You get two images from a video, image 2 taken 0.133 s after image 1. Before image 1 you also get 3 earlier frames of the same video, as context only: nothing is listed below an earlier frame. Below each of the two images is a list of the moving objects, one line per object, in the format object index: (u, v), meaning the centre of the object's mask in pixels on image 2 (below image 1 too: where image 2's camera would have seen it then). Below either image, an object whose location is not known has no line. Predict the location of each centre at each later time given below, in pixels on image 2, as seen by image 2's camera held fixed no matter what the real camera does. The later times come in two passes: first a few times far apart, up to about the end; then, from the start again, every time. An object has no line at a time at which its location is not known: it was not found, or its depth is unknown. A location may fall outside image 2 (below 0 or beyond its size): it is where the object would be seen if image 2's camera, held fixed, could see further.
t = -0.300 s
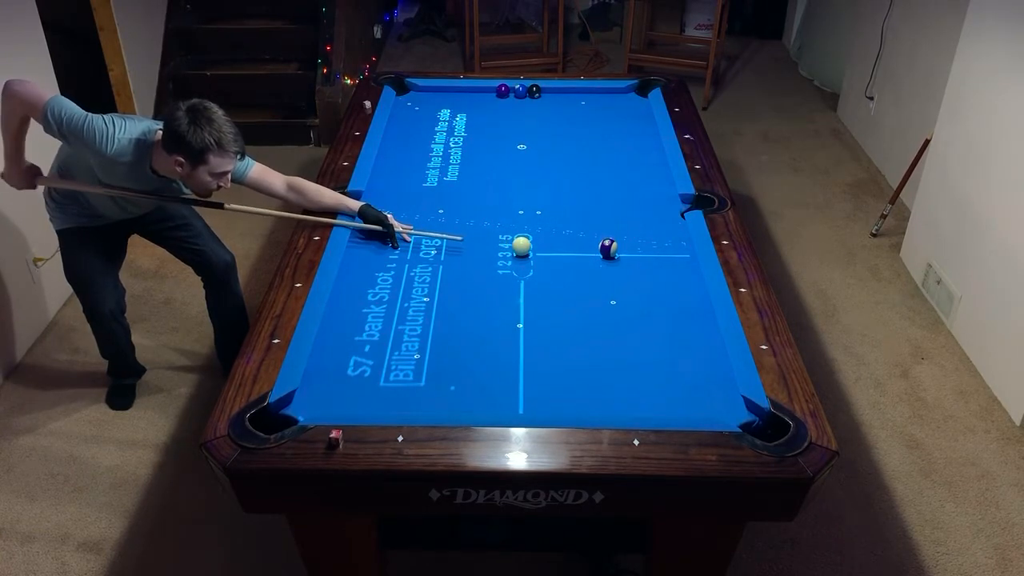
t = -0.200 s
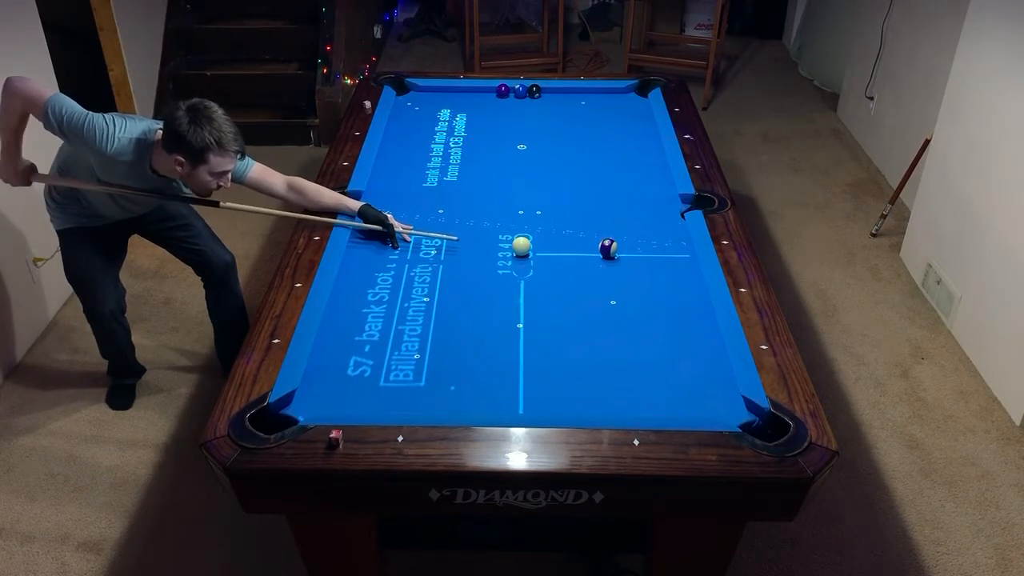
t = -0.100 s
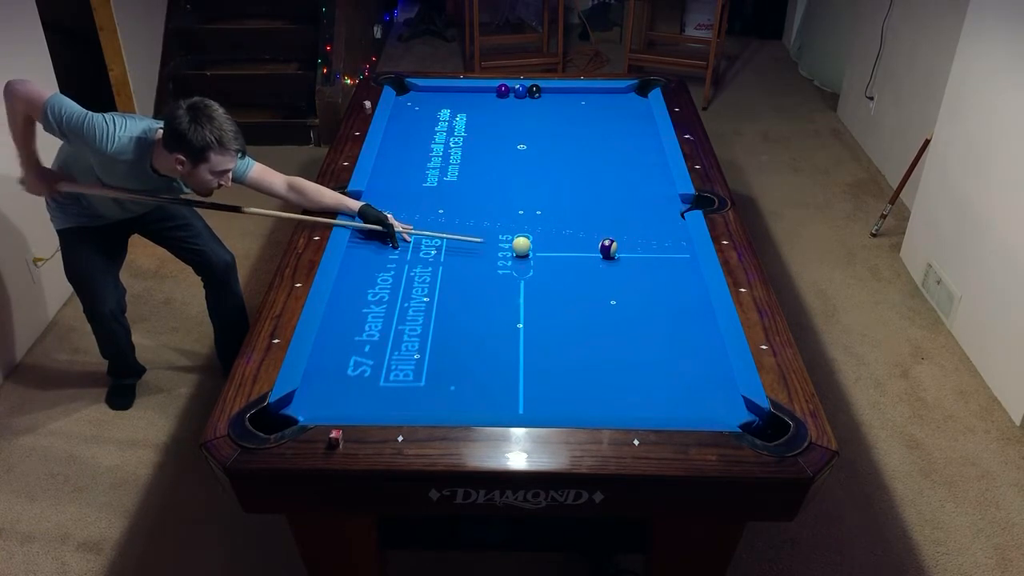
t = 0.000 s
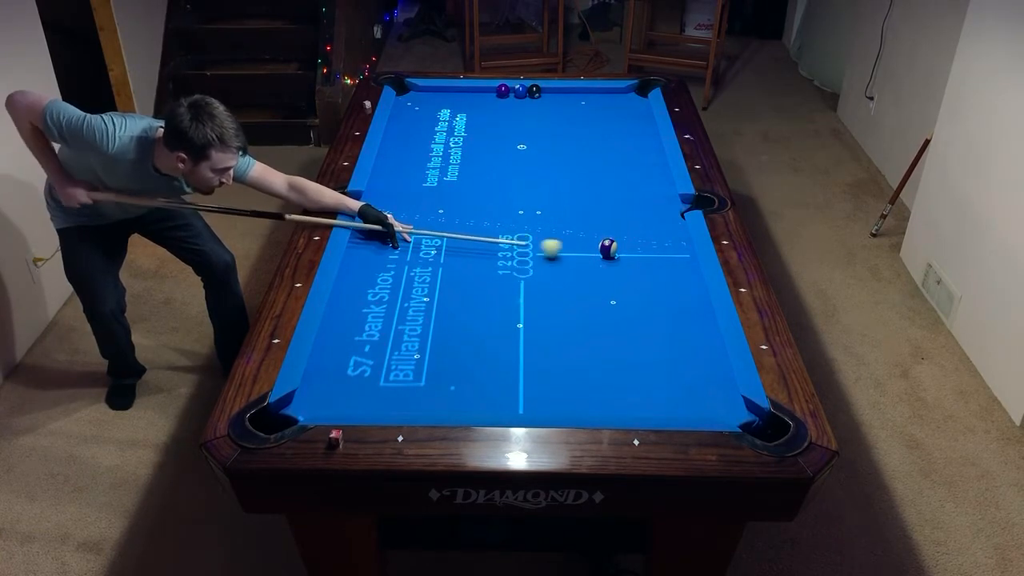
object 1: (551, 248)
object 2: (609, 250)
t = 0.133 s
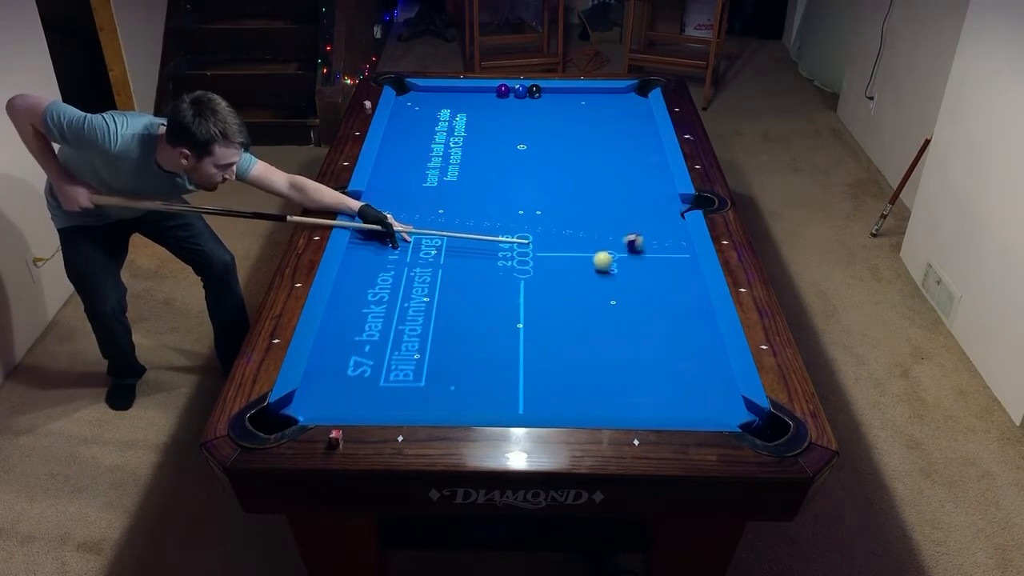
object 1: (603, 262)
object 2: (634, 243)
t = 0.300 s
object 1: (645, 284)
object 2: (679, 232)
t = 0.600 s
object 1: (691, 325)
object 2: (627, 222)
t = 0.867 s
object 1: (656, 361)
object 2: (586, 215)
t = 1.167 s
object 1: (614, 405)
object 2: (543, 208)
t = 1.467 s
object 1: (558, 381)
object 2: (504, 200)
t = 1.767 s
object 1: (508, 355)
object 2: (468, 194)
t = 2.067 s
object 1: (463, 331)
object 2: (434, 188)
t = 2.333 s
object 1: (428, 313)
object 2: (406, 183)
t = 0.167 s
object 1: (610, 266)
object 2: (644, 240)
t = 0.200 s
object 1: (618, 270)
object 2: (655, 238)
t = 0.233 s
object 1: (627, 275)
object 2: (665, 236)
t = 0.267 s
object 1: (636, 279)
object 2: (674, 234)
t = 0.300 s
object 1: (645, 284)
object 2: (679, 232)
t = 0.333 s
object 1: (654, 288)
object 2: (672, 231)
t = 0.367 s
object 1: (663, 293)
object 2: (666, 230)
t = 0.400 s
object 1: (672, 297)
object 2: (661, 228)
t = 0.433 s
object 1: (682, 302)
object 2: (655, 228)
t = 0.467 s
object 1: (691, 307)
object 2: (649, 226)
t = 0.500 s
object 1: (701, 312)
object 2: (643, 225)
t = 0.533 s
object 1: (700, 316)
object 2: (638, 225)
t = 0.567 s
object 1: (695, 320)
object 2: (632, 224)
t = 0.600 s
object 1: (691, 325)
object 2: (627, 222)
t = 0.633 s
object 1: (687, 329)
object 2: (621, 222)
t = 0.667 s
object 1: (682, 334)
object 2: (616, 221)
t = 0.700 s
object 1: (678, 338)
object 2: (611, 220)
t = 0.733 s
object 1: (674, 343)
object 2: (606, 219)
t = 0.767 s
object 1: (670, 348)
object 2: (601, 218)
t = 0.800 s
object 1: (665, 352)
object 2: (596, 217)
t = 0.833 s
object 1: (661, 357)
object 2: (591, 216)
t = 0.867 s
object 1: (656, 361)
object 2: (586, 215)
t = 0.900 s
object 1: (652, 366)
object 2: (581, 214)
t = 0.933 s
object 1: (647, 371)
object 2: (575, 213)
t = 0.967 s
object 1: (643, 376)
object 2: (570, 212)
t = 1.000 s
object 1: (638, 381)
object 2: (566, 211)
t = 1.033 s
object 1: (633, 386)
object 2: (562, 210)
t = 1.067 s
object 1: (628, 391)
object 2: (557, 210)
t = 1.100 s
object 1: (624, 396)
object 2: (552, 209)
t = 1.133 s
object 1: (619, 401)
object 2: (548, 208)
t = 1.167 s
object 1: (614, 405)
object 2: (543, 208)
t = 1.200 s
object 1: (608, 406)
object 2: (539, 207)
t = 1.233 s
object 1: (602, 404)
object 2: (534, 206)
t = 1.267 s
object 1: (595, 402)
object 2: (529, 205)
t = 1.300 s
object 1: (588, 398)
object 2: (525, 204)
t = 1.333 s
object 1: (582, 395)
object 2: (521, 203)
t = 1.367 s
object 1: (576, 391)
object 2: (517, 203)
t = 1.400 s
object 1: (570, 388)
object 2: (512, 202)
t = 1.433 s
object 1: (564, 384)
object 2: (508, 201)
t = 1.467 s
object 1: (558, 381)
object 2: (504, 200)
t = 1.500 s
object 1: (552, 378)
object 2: (500, 199)
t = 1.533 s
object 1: (546, 375)
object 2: (496, 199)
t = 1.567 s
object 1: (541, 372)
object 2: (491, 198)
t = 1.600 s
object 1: (535, 369)
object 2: (487, 197)
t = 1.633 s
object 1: (529, 366)
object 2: (483, 196)
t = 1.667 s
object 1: (524, 363)
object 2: (479, 196)
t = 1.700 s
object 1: (519, 360)
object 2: (475, 195)
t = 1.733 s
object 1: (513, 357)
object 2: (471, 195)
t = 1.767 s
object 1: (508, 355)
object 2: (468, 194)
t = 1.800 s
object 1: (502, 352)
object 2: (464, 193)
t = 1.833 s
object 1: (497, 349)
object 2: (460, 192)
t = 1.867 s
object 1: (492, 347)
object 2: (456, 192)
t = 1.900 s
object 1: (488, 344)
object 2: (452, 191)
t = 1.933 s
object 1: (483, 341)
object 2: (449, 191)
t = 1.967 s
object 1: (478, 339)
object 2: (445, 190)
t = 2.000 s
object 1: (473, 336)
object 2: (442, 189)
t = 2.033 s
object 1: (468, 334)
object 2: (438, 189)
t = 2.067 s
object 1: (463, 331)
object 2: (434, 188)
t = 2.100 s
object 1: (459, 329)
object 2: (430, 188)
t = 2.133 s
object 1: (454, 327)
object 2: (427, 187)
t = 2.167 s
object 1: (450, 324)
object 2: (423, 186)
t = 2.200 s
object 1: (445, 322)
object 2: (420, 186)
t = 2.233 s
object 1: (441, 320)
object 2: (417, 185)
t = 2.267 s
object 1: (437, 318)
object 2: (413, 184)
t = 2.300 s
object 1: (432, 316)
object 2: (410, 184)
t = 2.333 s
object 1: (428, 313)
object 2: (406, 183)
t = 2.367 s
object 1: (424, 311)
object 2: (403, 183)
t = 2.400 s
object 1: (419, 309)
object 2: (400, 183)
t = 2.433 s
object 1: (415, 307)
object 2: (397, 182)
